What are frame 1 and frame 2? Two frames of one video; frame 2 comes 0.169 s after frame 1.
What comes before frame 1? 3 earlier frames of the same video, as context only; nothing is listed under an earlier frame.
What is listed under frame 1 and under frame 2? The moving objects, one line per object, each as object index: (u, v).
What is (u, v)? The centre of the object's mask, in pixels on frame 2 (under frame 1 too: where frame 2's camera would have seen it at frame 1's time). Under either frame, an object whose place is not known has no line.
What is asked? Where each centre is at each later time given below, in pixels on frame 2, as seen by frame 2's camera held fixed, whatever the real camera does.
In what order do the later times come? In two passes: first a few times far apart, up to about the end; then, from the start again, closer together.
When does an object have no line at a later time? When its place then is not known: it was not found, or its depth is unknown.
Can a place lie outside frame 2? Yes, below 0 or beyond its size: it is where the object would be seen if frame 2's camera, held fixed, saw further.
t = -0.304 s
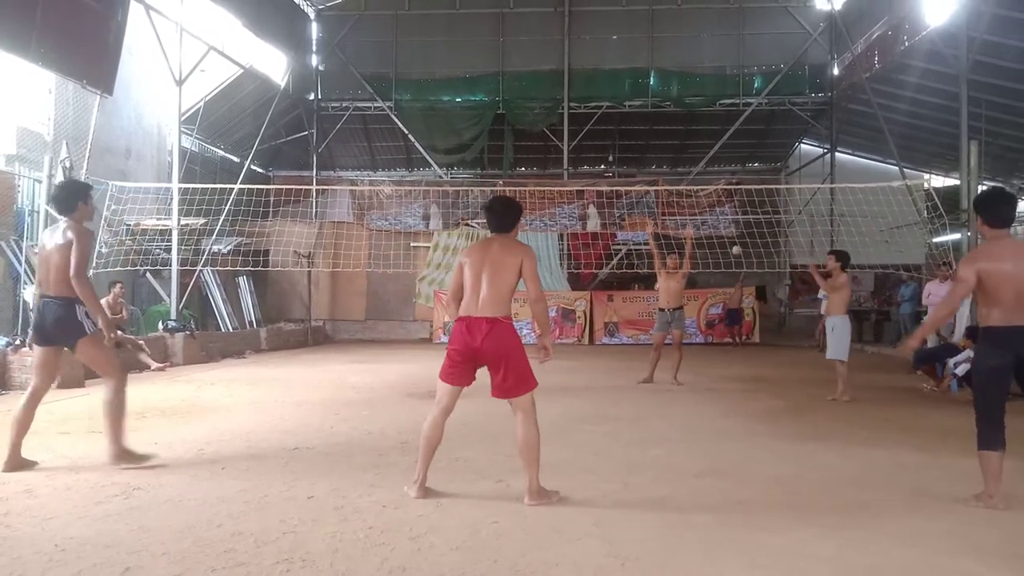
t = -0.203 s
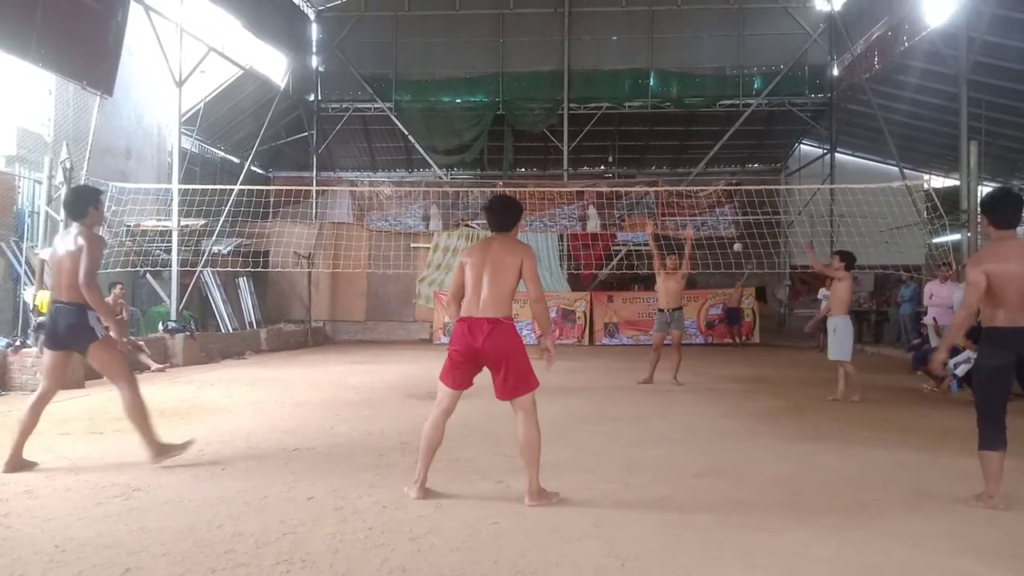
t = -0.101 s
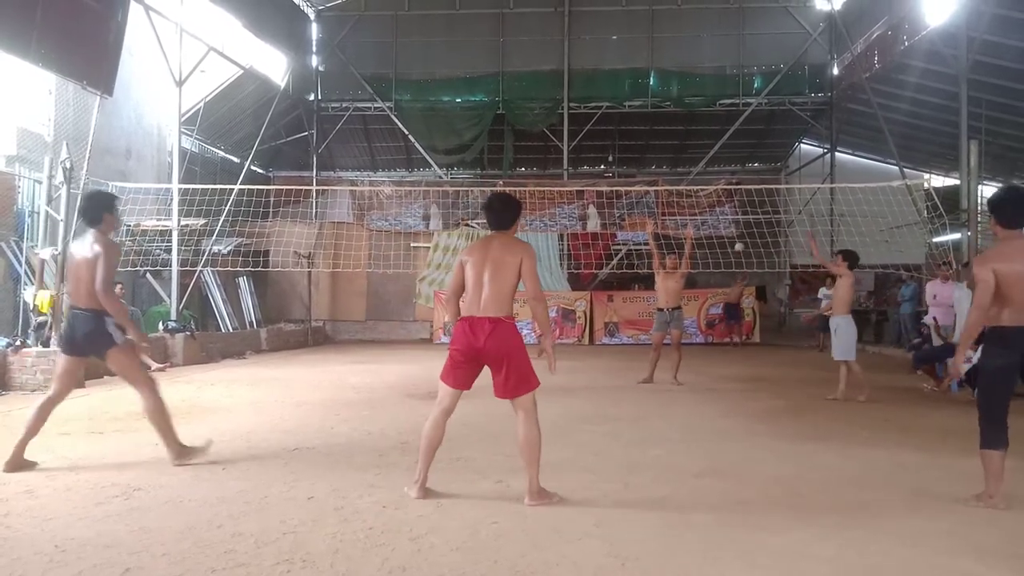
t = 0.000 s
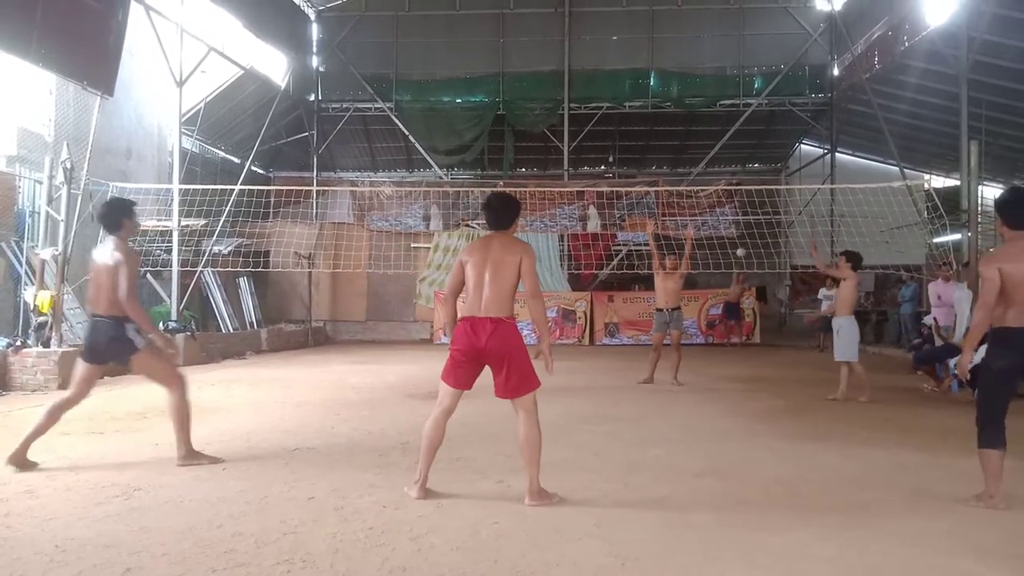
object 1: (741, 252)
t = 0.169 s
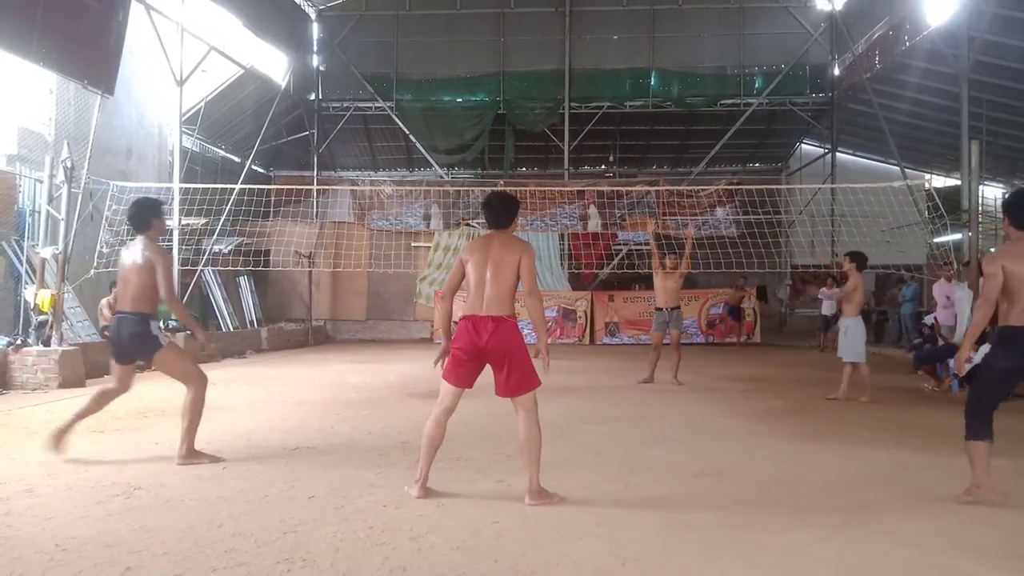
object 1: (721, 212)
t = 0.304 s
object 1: (701, 178)
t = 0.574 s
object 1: (653, 116)
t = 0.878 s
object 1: (544, 86)
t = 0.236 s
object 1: (710, 196)
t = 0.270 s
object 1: (706, 185)
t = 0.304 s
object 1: (701, 178)
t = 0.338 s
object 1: (696, 169)
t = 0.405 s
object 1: (685, 152)
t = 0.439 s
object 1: (680, 144)
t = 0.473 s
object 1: (674, 137)
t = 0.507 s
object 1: (668, 129)
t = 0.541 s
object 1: (660, 122)
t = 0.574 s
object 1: (653, 116)
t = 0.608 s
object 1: (643, 109)
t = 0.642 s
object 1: (634, 103)
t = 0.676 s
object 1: (625, 98)
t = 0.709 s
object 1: (614, 94)
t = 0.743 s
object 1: (602, 90)
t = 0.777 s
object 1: (589, 87)
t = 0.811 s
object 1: (575, 86)
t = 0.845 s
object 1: (560, 85)
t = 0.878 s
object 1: (544, 86)
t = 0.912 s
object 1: (525, 88)
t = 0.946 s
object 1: (506, 91)
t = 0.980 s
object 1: (482, 95)
